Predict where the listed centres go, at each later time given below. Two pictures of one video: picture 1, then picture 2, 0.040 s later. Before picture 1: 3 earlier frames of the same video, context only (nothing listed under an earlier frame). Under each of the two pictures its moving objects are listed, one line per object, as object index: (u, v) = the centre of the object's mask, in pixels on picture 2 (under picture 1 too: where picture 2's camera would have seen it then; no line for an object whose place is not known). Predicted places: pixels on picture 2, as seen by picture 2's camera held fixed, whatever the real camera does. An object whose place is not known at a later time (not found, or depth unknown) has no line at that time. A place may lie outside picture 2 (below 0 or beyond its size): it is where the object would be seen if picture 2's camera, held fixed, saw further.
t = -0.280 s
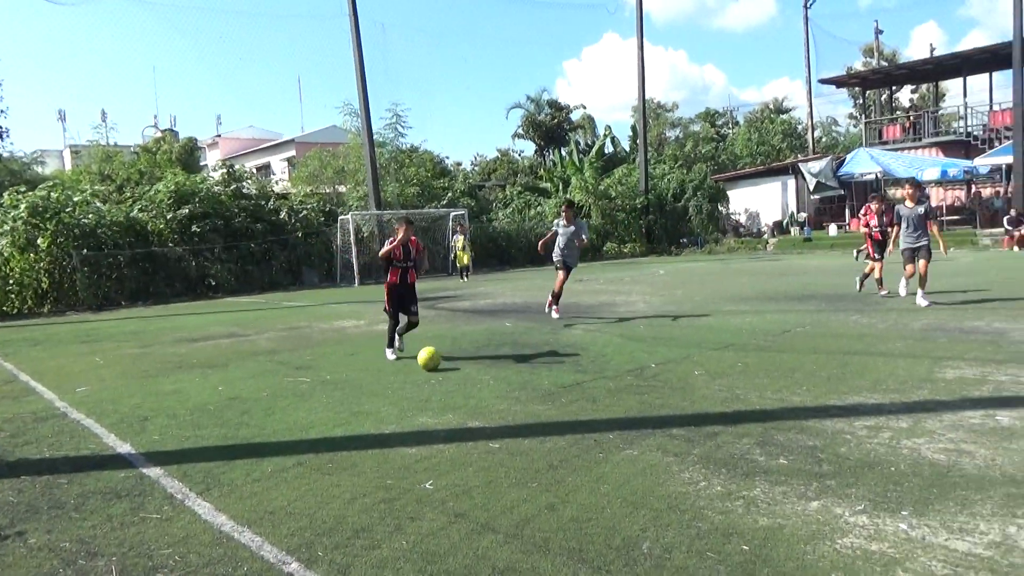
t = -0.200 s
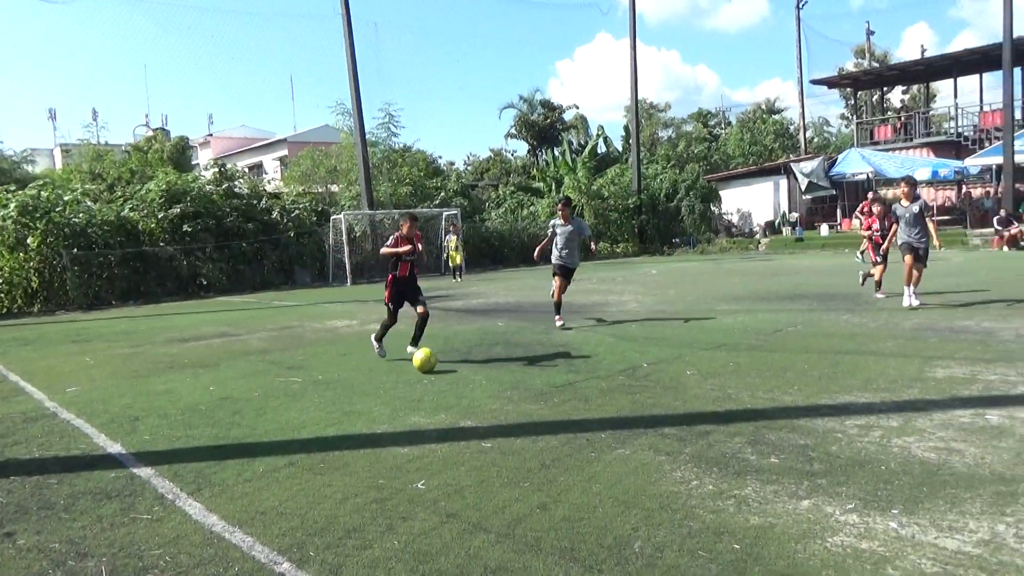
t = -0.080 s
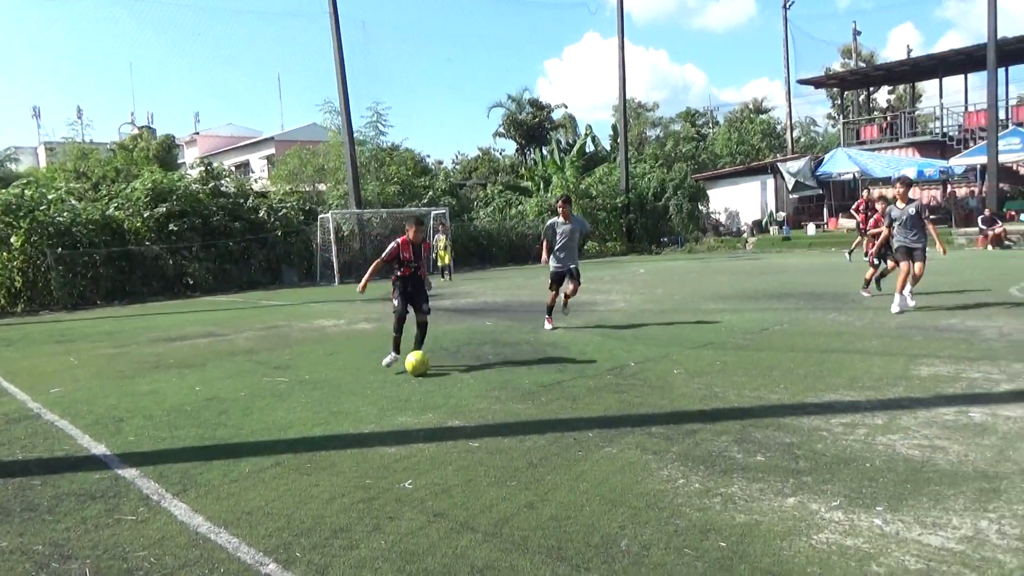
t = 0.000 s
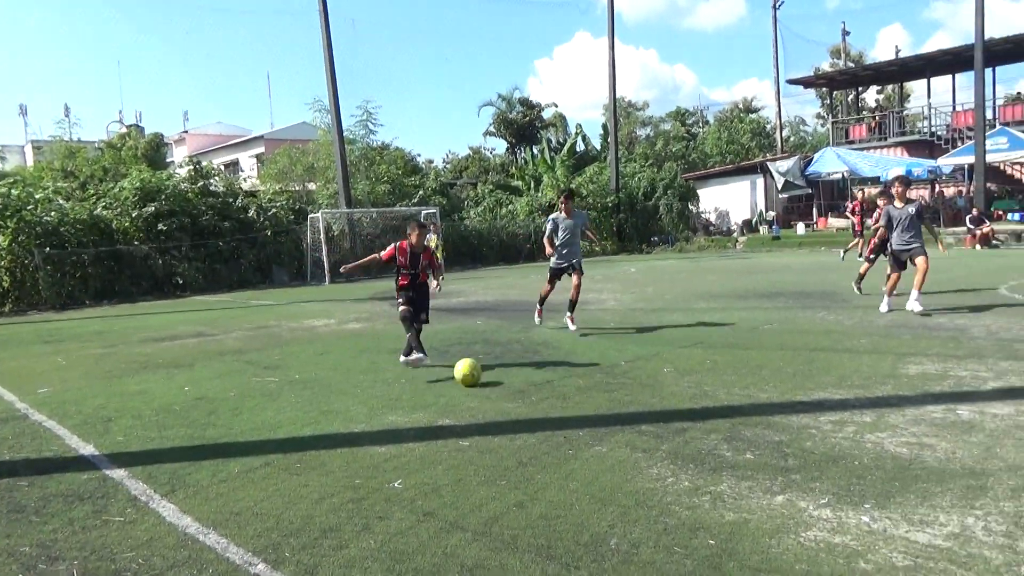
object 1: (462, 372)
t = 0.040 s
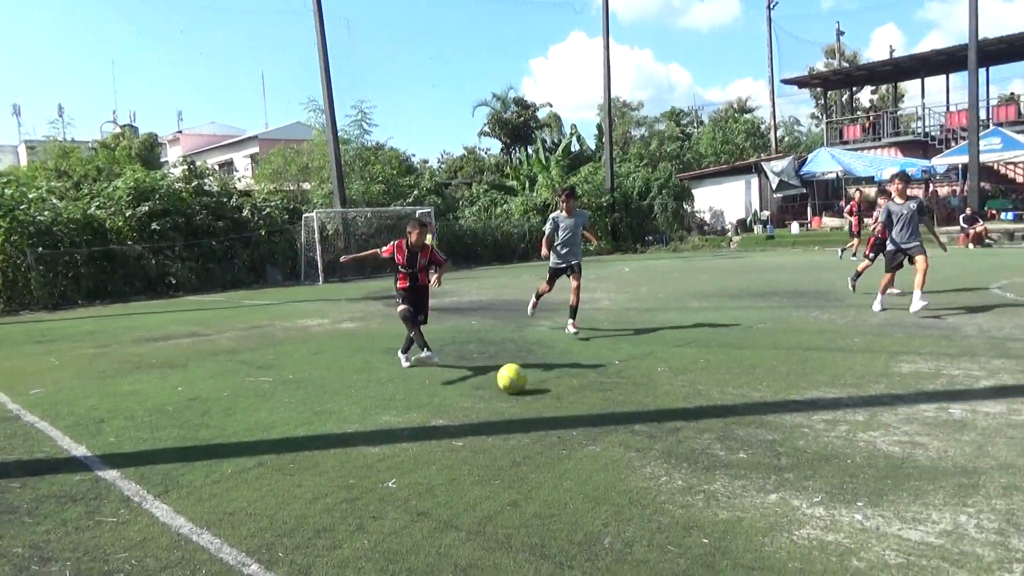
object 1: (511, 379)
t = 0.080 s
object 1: (567, 386)
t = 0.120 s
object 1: (630, 397)
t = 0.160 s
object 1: (697, 401)
